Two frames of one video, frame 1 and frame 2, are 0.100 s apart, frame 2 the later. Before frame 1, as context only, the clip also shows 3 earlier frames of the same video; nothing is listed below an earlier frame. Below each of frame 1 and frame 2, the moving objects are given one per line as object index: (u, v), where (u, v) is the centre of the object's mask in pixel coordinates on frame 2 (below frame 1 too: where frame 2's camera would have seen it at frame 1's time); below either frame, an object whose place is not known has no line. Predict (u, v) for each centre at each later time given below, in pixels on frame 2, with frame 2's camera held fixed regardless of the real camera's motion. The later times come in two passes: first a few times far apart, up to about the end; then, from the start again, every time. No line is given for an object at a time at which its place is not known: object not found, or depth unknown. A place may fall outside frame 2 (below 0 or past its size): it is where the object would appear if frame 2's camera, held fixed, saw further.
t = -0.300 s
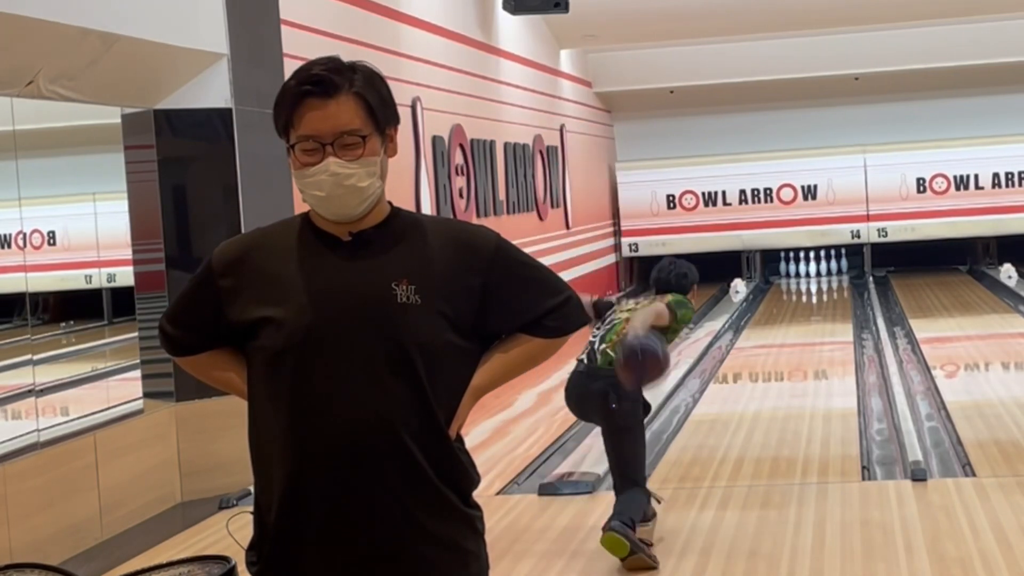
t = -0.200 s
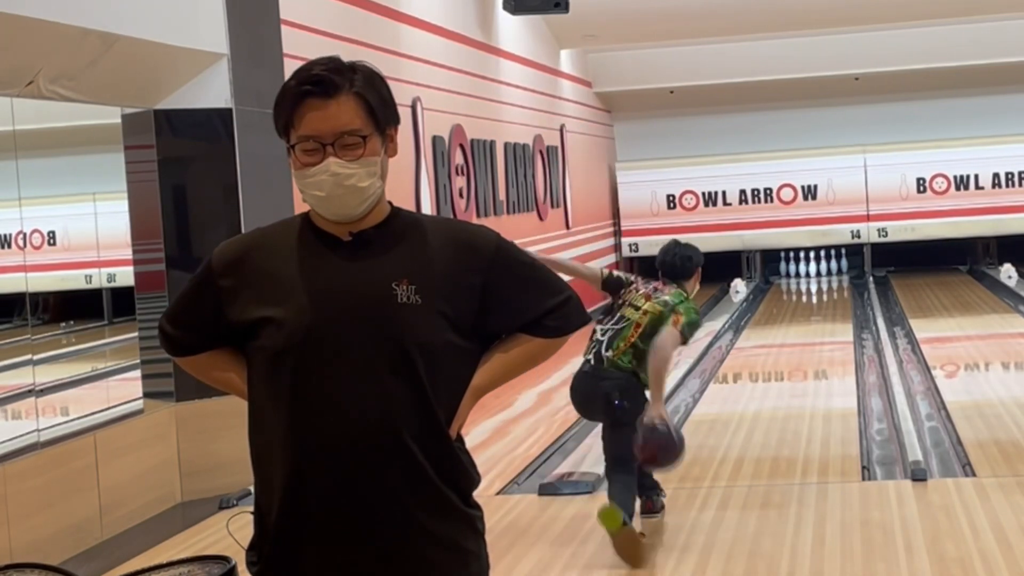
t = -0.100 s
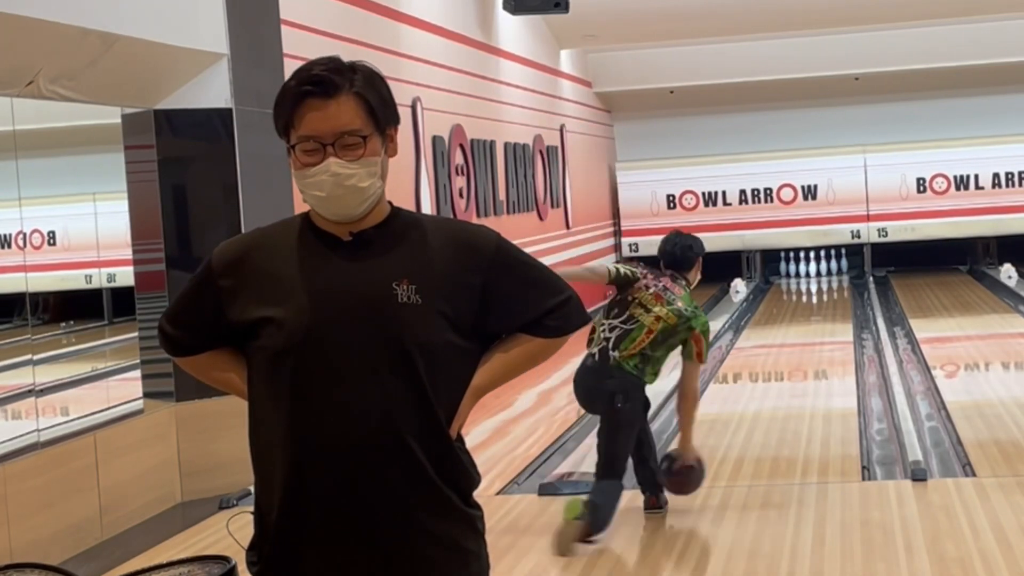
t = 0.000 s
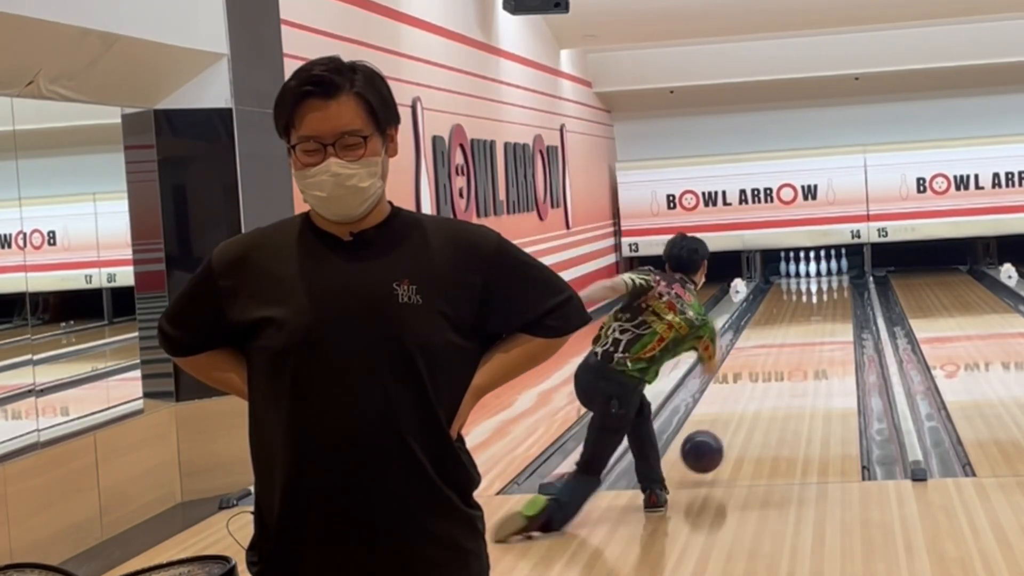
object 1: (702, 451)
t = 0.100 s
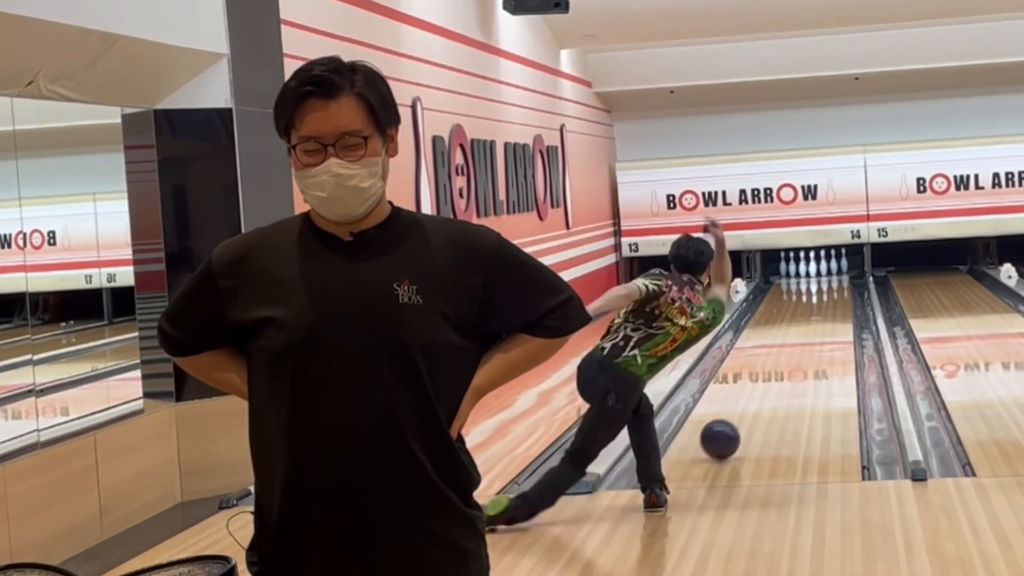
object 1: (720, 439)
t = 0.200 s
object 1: (735, 421)
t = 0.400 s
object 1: (759, 390)
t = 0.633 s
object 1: (780, 362)
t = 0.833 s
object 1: (794, 343)
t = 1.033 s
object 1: (805, 328)
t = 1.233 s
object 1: (814, 316)
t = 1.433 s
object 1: (821, 305)
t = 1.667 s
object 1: (828, 295)
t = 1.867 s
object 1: (832, 287)
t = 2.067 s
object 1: (833, 281)
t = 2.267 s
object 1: (833, 275)
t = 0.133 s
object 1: (725, 433)
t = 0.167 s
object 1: (730, 427)
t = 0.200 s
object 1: (735, 421)
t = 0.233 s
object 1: (739, 415)
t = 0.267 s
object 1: (743, 410)
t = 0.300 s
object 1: (748, 405)
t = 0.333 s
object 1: (752, 399)
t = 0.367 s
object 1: (755, 395)
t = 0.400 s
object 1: (759, 390)
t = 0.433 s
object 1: (762, 385)
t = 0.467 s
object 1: (766, 381)
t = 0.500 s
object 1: (769, 377)
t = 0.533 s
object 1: (772, 373)
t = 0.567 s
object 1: (774, 369)
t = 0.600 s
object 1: (777, 365)
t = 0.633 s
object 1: (780, 362)
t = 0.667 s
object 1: (782, 359)
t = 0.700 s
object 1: (785, 356)
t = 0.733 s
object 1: (787, 352)
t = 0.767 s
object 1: (789, 349)
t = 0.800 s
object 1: (792, 346)
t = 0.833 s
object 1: (794, 343)
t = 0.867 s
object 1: (796, 341)
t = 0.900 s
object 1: (798, 338)
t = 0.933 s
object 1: (800, 335)
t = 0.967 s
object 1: (801, 333)
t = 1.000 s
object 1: (803, 330)
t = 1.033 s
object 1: (805, 328)
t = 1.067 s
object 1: (806, 326)
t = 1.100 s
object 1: (808, 324)
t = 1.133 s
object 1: (810, 322)
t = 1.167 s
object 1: (811, 320)
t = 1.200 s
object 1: (812, 318)
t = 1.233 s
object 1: (814, 316)
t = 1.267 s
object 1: (815, 314)
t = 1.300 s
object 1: (816, 312)
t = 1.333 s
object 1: (818, 310)
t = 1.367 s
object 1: (819, 308)
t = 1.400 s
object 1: (820, 307)
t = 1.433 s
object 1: (821, 305)
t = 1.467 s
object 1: (822, 304)
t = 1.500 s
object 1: (823, 302)
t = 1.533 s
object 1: (824, 301)
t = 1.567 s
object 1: (825, 300)
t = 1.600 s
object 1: (826, 297)
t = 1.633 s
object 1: (827, 296)
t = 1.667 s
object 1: (828, 295)
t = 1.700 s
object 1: (829, 293)
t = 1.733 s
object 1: (830, 292)
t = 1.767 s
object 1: (830, 291)
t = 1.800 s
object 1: (831, 290)
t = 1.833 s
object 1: (831, 288)
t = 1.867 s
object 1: (832, 287)
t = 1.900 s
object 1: (832, 286)
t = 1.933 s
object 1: (833, 285)
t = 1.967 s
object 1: (833, 284)
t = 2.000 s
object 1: (833, 283)
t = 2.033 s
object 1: (833, 282)
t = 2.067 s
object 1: (833, 281)
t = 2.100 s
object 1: (834, 280)
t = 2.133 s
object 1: (833, 279)
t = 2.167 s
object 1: (833, 278)
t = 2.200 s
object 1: (833, 277)
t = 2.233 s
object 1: (833, 276)
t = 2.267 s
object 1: (833, 275)
